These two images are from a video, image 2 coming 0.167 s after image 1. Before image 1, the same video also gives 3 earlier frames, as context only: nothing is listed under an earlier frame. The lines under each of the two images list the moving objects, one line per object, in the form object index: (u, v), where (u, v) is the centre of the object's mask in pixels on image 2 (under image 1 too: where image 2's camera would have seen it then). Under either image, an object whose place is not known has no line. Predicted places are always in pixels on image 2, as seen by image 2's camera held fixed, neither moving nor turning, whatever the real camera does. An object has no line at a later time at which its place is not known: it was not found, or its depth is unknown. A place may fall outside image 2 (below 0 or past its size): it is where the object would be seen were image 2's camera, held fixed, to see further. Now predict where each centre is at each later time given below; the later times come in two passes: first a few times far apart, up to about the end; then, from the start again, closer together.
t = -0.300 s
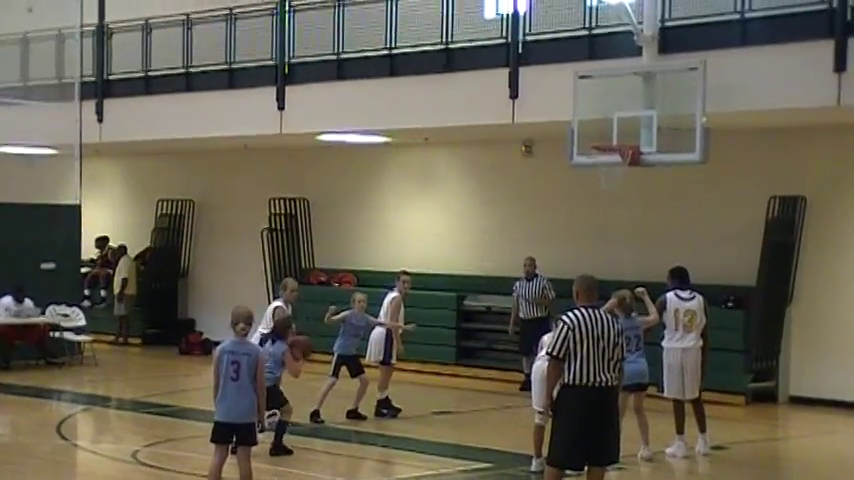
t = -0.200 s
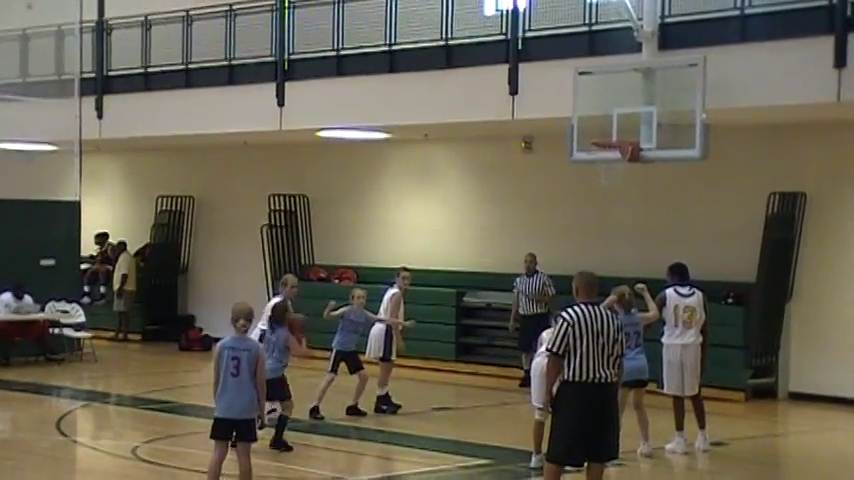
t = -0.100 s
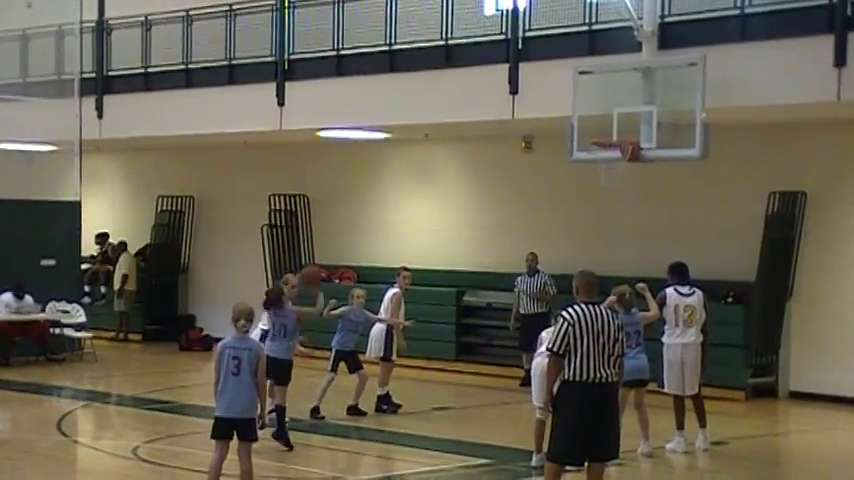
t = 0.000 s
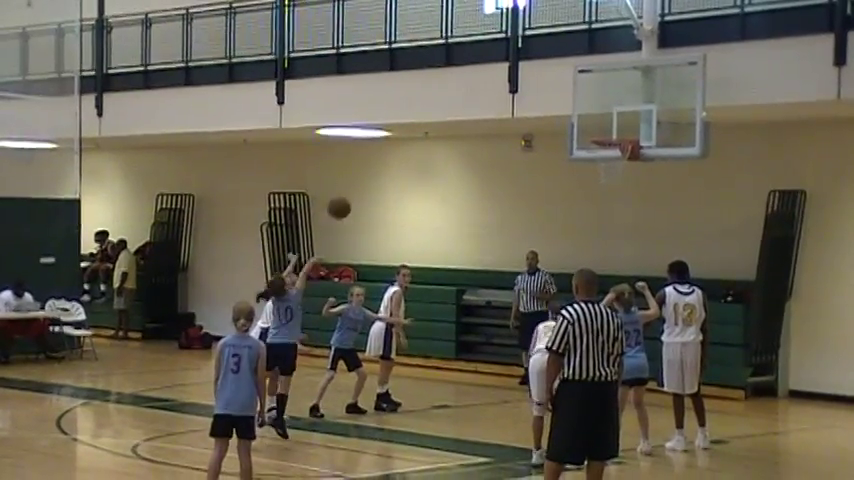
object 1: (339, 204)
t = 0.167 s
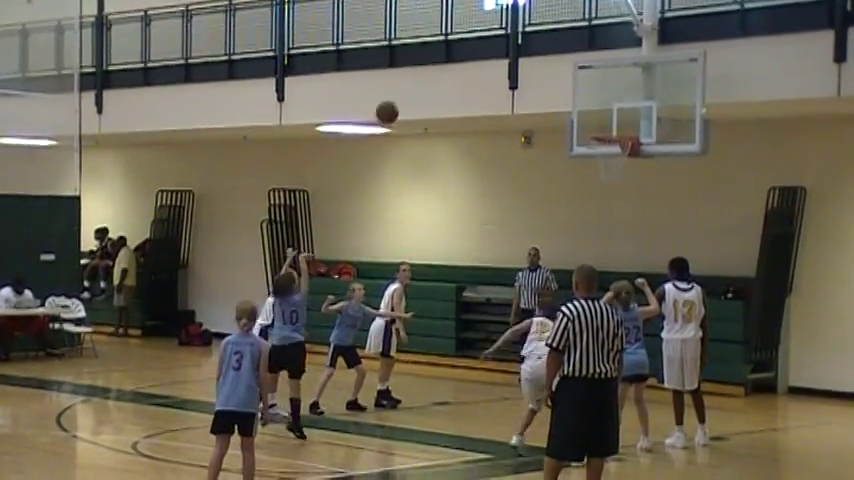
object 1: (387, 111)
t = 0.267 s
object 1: (414, 72)
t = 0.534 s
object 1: (480, 20)
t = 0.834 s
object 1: (547, 44)
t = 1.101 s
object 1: (600, 127)
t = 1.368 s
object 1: (654, 119)
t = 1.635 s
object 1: (672, 150)
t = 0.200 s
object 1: (396, 97)
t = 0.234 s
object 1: (405, 85)
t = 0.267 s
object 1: (414, 72)
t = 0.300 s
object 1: (423, 62)
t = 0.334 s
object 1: (431, 53)
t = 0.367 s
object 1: (440, 48)
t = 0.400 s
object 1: (447, 37)
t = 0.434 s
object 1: (456, 31)
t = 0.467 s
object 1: (464, 27)
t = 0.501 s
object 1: (473, 23)
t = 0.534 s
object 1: (480, 20)
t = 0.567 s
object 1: (488, 19)
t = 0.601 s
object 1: (496, 18)
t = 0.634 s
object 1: (502, 19)
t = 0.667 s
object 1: (511, 20)
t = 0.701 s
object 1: (518, 24)
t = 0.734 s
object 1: (525, 26)
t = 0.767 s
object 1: (533, 29)
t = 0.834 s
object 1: (547, 44)
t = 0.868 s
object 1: (554, 51)
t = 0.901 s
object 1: (561, 60)
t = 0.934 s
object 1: (568, 70)
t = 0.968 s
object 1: (575, 80)
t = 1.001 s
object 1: (581, 91)
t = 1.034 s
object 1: (588, 104)
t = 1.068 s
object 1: (594, 116)
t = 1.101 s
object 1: (600, 127)
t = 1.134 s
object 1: (610, 127)
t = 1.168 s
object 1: (618, 127)
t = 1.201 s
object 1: (629, 127)
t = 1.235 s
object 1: (638, 126)
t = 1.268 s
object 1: (645, 124)
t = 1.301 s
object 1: (650, 122)
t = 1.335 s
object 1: (652, 120)
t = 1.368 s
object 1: (654, 119)
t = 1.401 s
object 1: (657, 119)
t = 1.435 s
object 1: (659, 120)
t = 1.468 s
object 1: (661, 122)
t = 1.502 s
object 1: (663, 125)
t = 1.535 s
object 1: (665, 129)
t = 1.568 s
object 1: (667, 136)
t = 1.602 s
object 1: (669, 142)
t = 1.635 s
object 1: (672, 150)
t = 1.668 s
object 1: (674, 158)
